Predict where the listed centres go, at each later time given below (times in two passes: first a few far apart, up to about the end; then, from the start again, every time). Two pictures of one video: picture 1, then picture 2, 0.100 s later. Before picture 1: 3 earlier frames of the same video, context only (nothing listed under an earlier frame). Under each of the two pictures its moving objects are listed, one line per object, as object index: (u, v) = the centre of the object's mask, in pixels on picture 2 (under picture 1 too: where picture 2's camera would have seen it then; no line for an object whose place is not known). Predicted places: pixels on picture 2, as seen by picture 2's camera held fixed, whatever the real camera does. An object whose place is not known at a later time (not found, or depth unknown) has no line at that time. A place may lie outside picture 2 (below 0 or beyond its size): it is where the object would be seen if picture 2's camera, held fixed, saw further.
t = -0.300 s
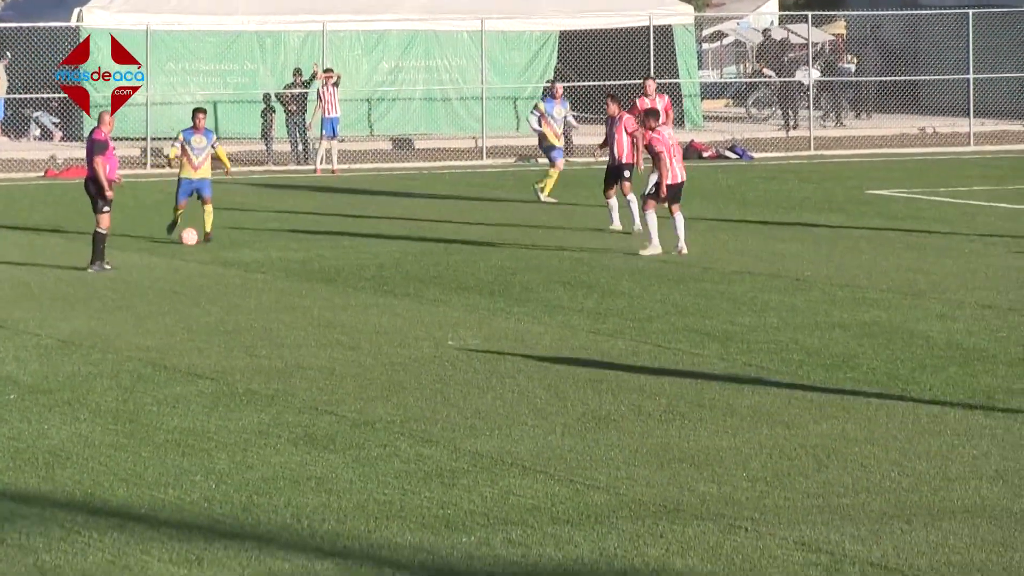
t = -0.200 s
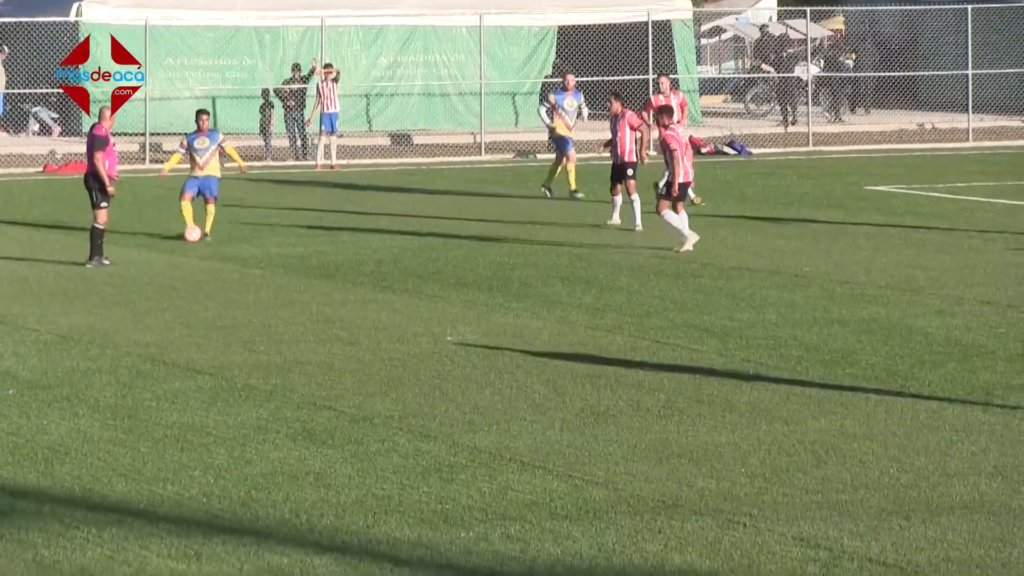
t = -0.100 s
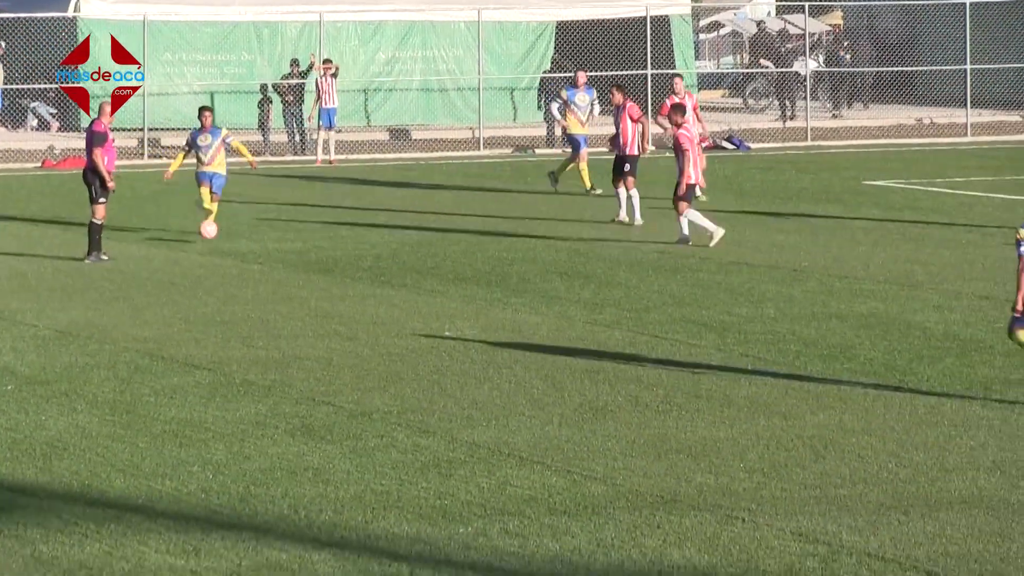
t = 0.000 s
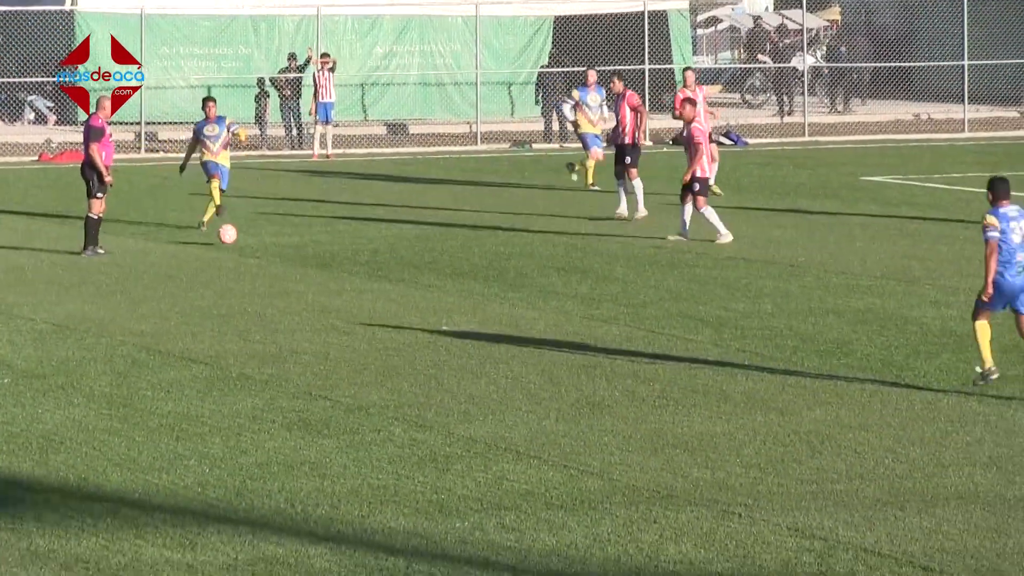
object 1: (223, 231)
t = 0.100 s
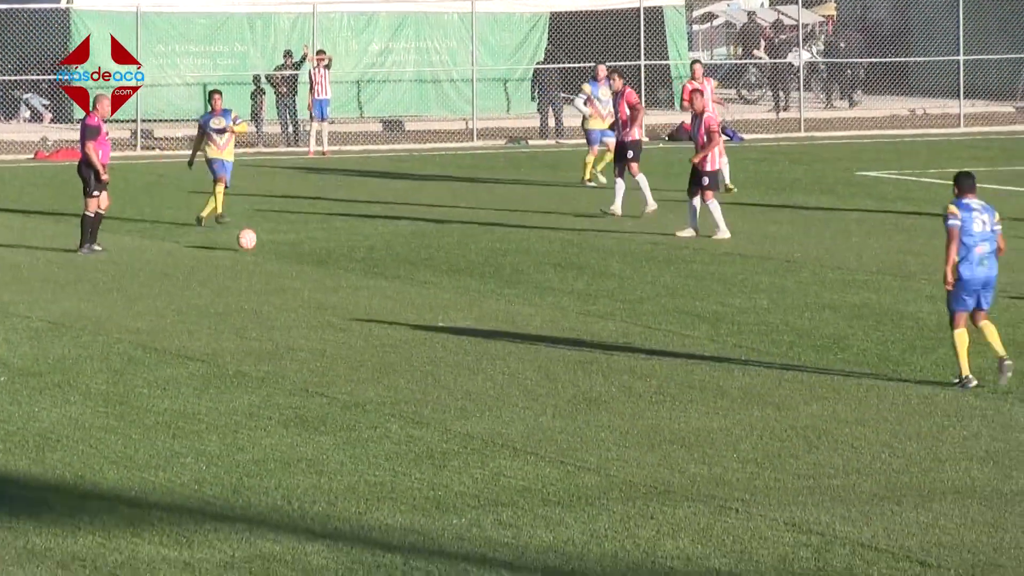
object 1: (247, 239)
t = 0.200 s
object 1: (270, 239)
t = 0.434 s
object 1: (330, 268)
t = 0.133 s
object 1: (254, 238)
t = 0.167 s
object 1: (262, 238)
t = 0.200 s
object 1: (270, 239)
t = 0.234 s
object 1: (279, 242)
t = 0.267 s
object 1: (287, 246)
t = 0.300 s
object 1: (295, 250)
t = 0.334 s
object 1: (304, 257)
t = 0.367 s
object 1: (313, 265)
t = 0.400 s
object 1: (322, 270)
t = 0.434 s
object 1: (330, 268)
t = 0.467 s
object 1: (338, 267)
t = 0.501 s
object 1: (347, 266)
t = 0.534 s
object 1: (355, 267)
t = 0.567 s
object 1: (363, 269)
